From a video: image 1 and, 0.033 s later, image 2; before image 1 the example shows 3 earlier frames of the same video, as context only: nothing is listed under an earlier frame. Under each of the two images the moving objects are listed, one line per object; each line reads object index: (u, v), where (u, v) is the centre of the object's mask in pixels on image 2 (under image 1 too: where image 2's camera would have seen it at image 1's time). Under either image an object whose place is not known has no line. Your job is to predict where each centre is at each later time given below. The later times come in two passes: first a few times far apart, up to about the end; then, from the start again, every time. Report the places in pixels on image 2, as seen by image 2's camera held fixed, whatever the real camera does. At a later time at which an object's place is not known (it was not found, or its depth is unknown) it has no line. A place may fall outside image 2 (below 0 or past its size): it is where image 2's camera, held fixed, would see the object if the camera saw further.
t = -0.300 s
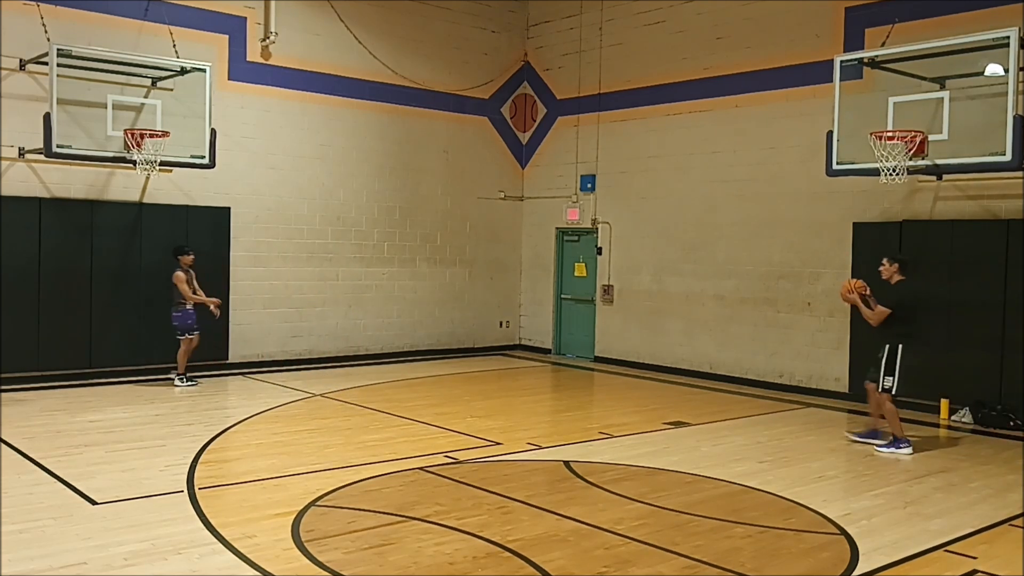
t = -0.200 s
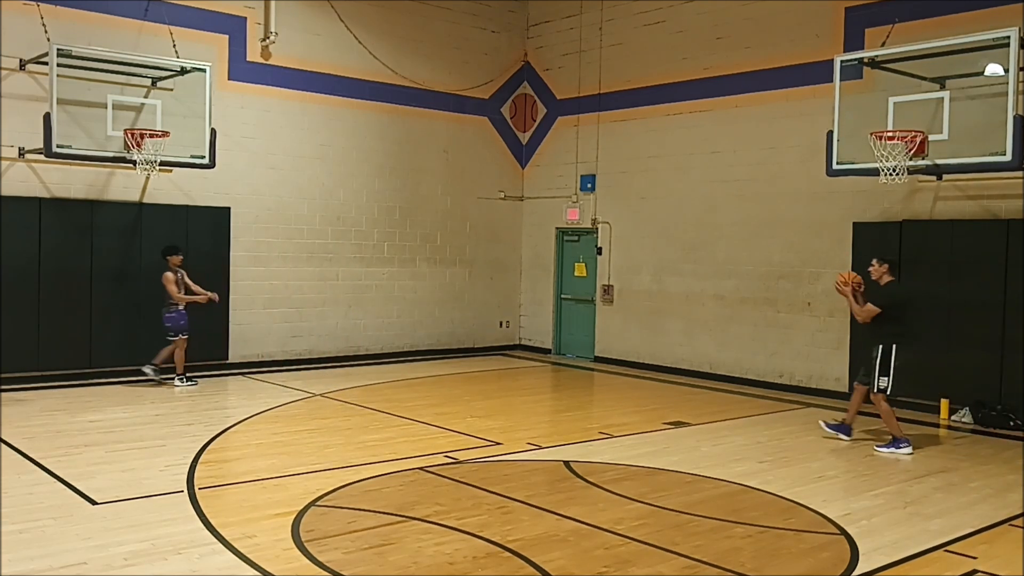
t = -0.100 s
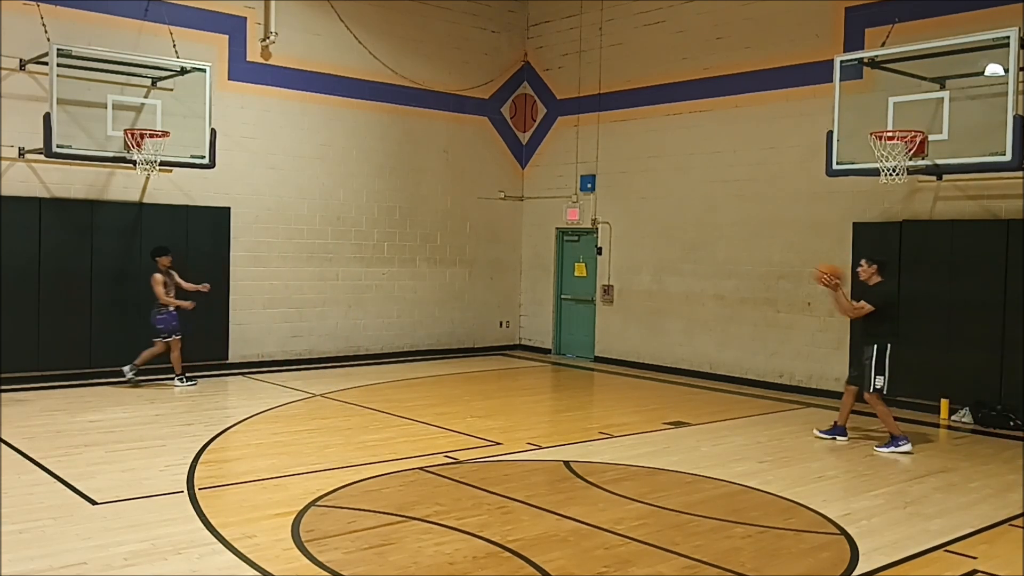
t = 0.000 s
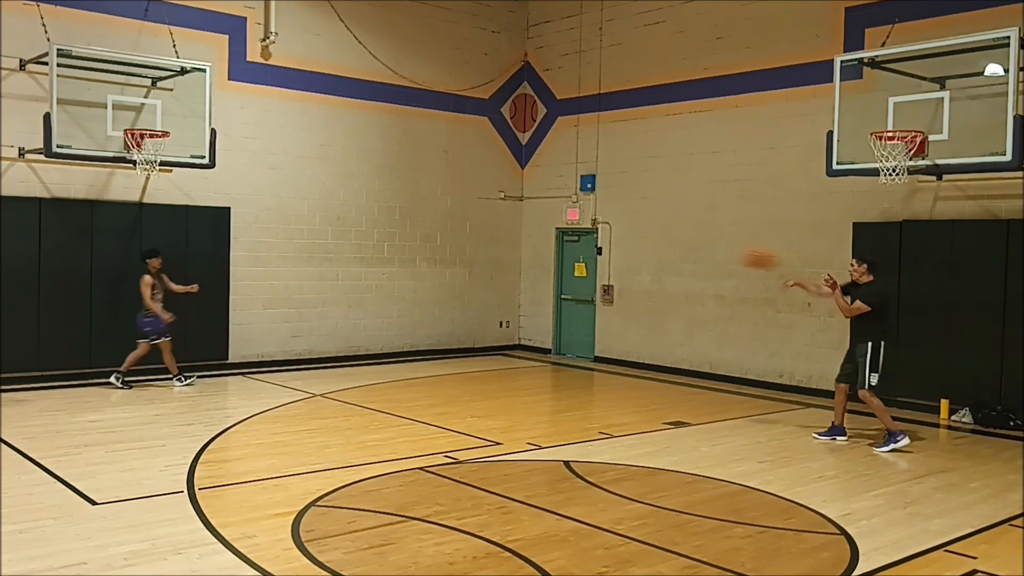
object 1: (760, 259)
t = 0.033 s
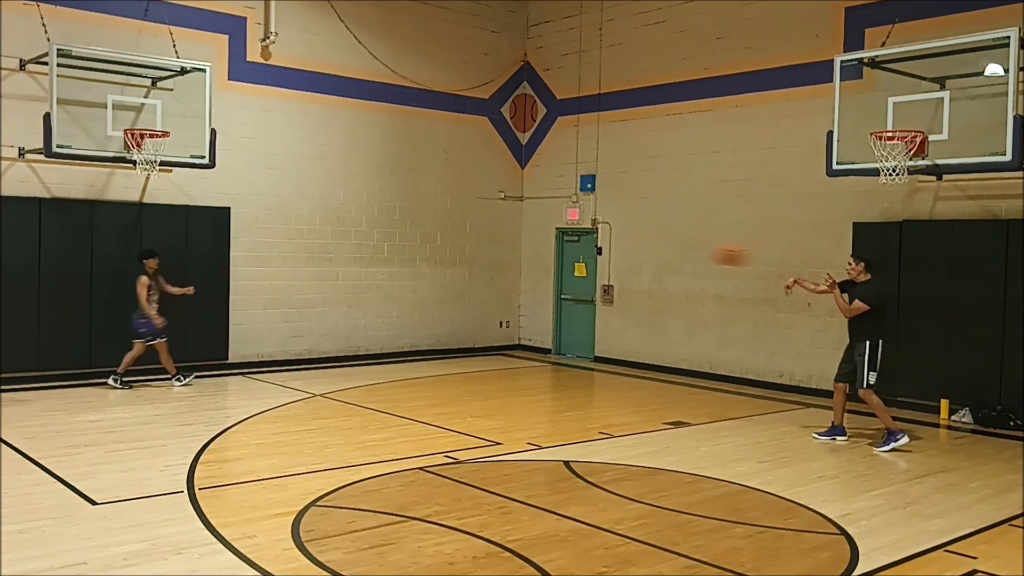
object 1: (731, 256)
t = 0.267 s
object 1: (538, 257)
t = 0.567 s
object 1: (319, 326)
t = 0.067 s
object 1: (701, 253)
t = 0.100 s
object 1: (674, 252)
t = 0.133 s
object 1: (646, 250)
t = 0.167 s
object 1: (621, 250)
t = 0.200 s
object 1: (589, 251)
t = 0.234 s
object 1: (567, 253)
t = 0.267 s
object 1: (538, 257)
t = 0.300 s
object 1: (514, 260)
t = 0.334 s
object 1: (487, 266)
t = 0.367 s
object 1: (463, 271)
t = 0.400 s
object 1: (439, 278)
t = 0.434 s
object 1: (414, 286)
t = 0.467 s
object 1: (390, 295)
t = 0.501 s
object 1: (366, 305)
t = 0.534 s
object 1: (342, 315)
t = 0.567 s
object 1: (319, 326)
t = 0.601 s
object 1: (296, 338)
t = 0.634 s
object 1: (273, 350)
